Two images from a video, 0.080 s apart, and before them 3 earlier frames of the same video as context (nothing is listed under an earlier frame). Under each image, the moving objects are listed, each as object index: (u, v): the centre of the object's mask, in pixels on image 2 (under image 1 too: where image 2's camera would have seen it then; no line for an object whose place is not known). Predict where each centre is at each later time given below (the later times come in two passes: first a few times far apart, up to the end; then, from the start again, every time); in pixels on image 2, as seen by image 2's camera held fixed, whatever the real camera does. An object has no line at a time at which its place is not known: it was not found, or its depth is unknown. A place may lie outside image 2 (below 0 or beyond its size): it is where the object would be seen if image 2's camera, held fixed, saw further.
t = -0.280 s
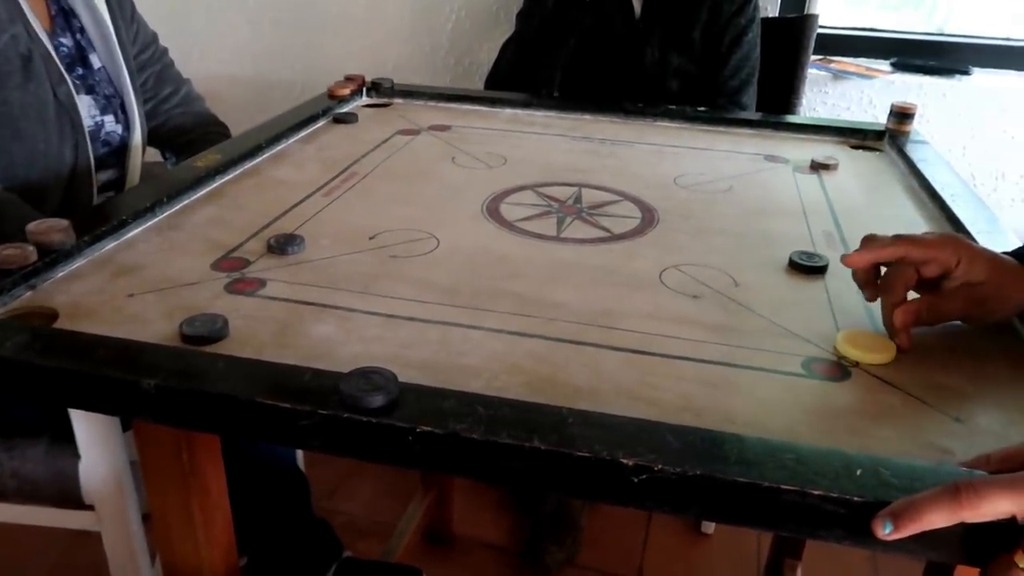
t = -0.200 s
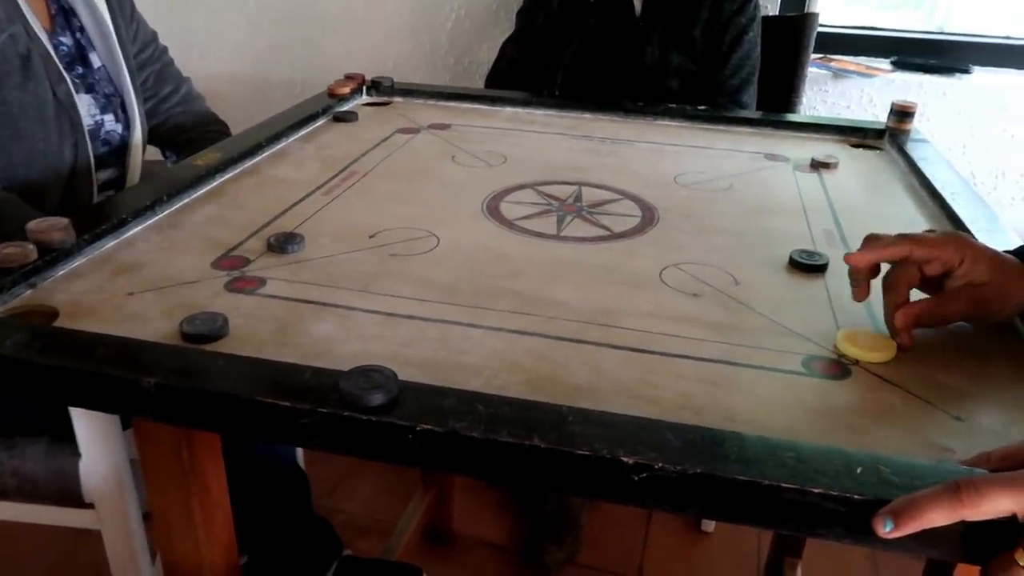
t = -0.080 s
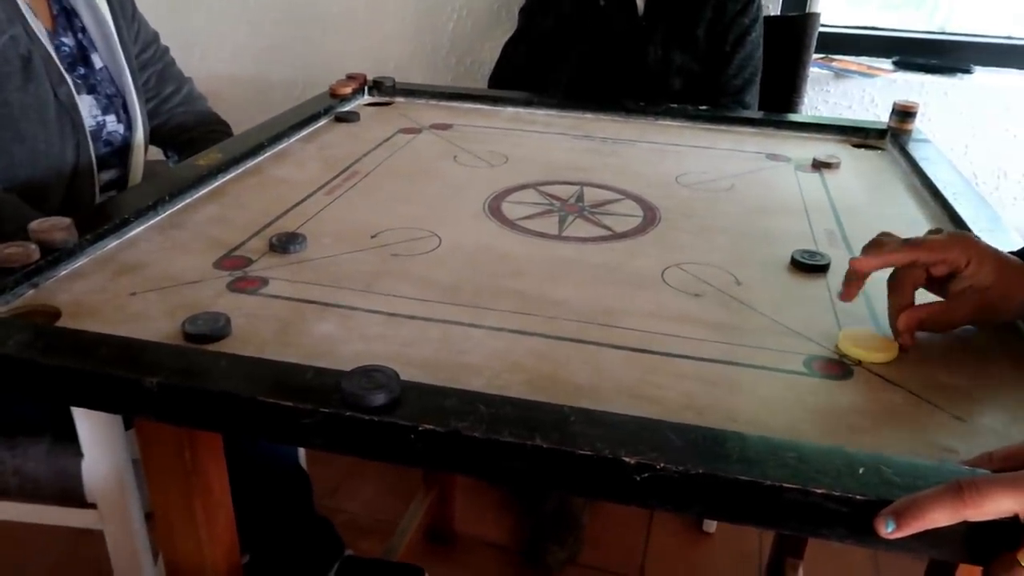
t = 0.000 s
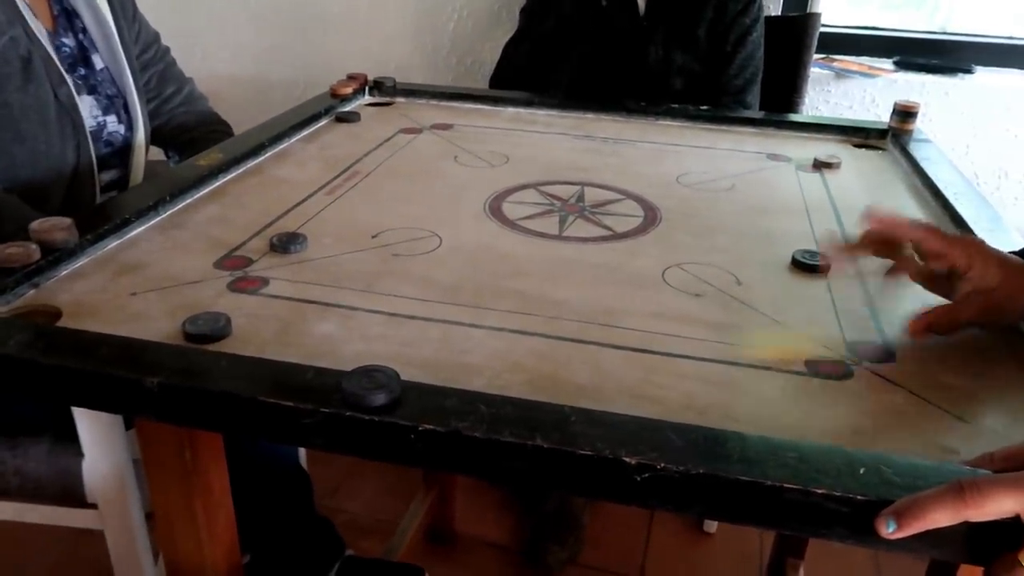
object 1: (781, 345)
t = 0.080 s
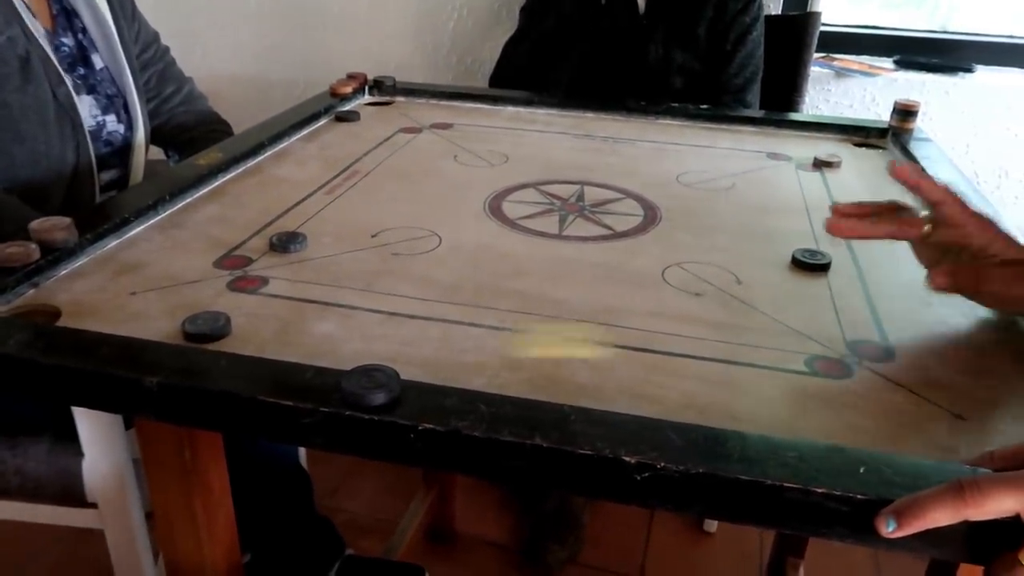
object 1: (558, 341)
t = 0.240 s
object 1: (200, 336)
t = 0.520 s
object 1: (260, 305)
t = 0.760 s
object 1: (303, 301)
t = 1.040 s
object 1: (303, 301)
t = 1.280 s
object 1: (303, 301)
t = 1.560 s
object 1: (303, 301)
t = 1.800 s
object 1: (303, 301)
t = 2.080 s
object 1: (303, 301)
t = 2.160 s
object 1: (303, 301)
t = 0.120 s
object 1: (446, 341)
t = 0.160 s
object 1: (341, 339)
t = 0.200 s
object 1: (242, 336)
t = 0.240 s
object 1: (200, 336)
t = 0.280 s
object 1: (177, 329)
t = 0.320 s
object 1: (159, 320)
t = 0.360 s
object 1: (168, 315)
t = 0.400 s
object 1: (195, 312)
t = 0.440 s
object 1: (220, 309)
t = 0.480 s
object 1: (241, 307)
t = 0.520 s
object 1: (260, 305)
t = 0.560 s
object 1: (278, 303)
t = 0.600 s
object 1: (290, 302)
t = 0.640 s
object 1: (299, 301)
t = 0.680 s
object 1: (303, 301)
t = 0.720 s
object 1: (303, 301)
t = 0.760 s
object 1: (303, 301)
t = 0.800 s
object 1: (303, 301)
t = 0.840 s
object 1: (303, 301)
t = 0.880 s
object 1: (303, 301)
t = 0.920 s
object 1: (303, 301)
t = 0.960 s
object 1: (303, 301)
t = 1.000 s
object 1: (303, 301)
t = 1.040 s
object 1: (303, 301)
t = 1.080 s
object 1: (303, 301)
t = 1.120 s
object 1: (303, 301)
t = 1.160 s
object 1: (303, 301)
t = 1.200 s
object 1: (303, 301)
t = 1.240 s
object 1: (303, 301)
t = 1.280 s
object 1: (303, 301)
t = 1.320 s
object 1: (303, 301)
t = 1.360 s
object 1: (303, 301)
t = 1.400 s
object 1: (303, 301)
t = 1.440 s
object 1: (303, 301)
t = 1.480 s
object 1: (303, 301)
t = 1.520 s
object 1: (303, 301)
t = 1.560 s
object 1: (303, 301)
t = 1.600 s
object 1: (303, 301)
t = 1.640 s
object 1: (304, 301)
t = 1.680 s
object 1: (303, 301)
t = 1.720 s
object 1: (303, 301)
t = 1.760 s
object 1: (303, 301)
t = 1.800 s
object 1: (303, 301)
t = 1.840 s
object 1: (303, 301)
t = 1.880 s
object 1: (303, 301)
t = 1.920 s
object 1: (303, 301)
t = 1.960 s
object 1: (303, 301)
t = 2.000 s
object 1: (303, 301)
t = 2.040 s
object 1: (303, 301)
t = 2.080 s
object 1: (303, 301)
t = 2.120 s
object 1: (303, 301)
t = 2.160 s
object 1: (303, 301)
